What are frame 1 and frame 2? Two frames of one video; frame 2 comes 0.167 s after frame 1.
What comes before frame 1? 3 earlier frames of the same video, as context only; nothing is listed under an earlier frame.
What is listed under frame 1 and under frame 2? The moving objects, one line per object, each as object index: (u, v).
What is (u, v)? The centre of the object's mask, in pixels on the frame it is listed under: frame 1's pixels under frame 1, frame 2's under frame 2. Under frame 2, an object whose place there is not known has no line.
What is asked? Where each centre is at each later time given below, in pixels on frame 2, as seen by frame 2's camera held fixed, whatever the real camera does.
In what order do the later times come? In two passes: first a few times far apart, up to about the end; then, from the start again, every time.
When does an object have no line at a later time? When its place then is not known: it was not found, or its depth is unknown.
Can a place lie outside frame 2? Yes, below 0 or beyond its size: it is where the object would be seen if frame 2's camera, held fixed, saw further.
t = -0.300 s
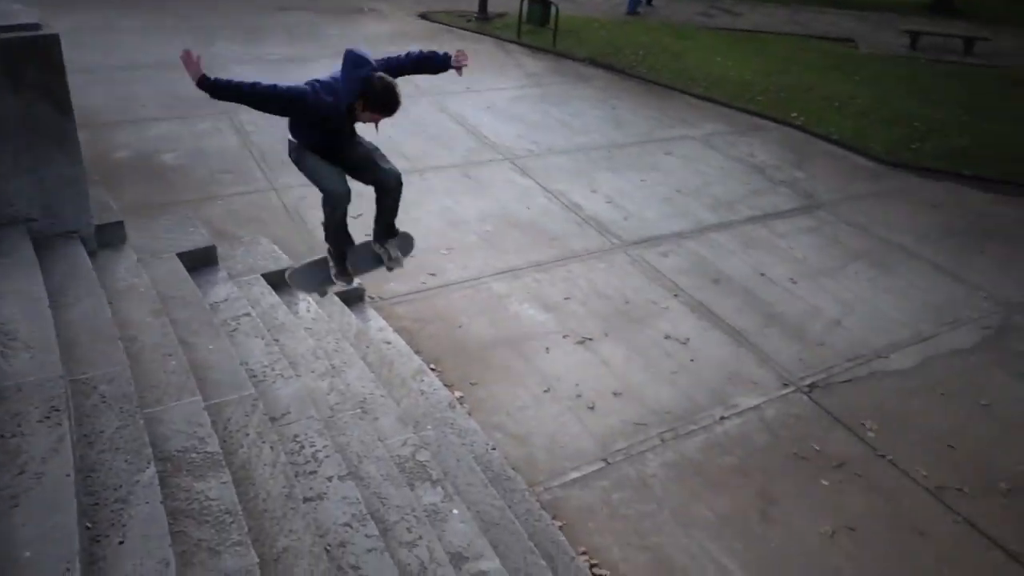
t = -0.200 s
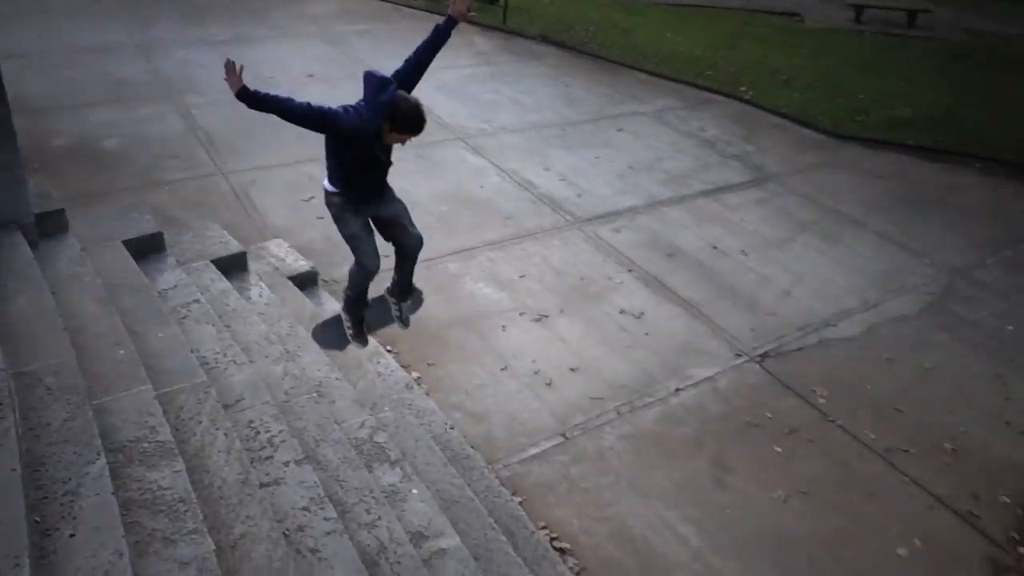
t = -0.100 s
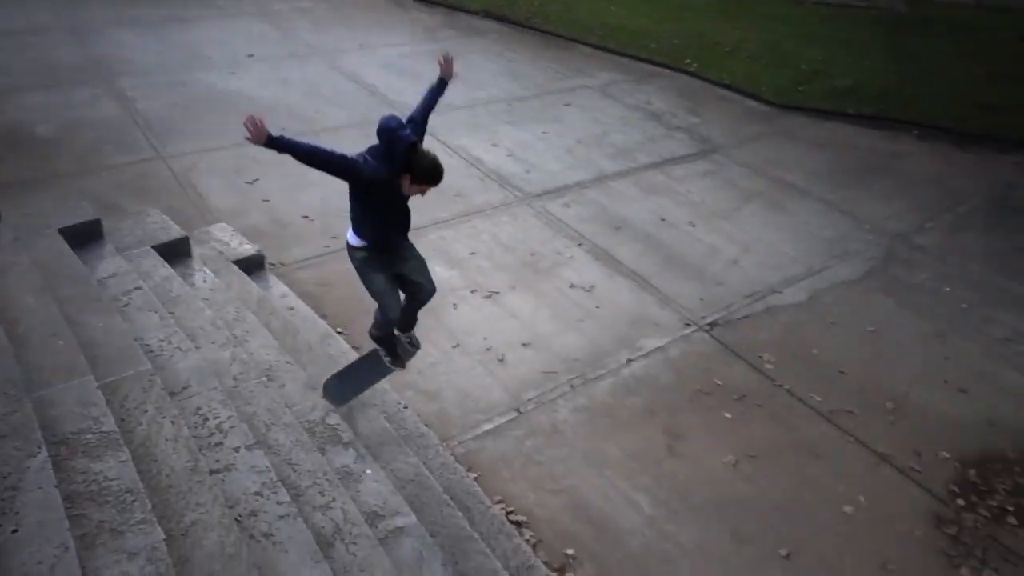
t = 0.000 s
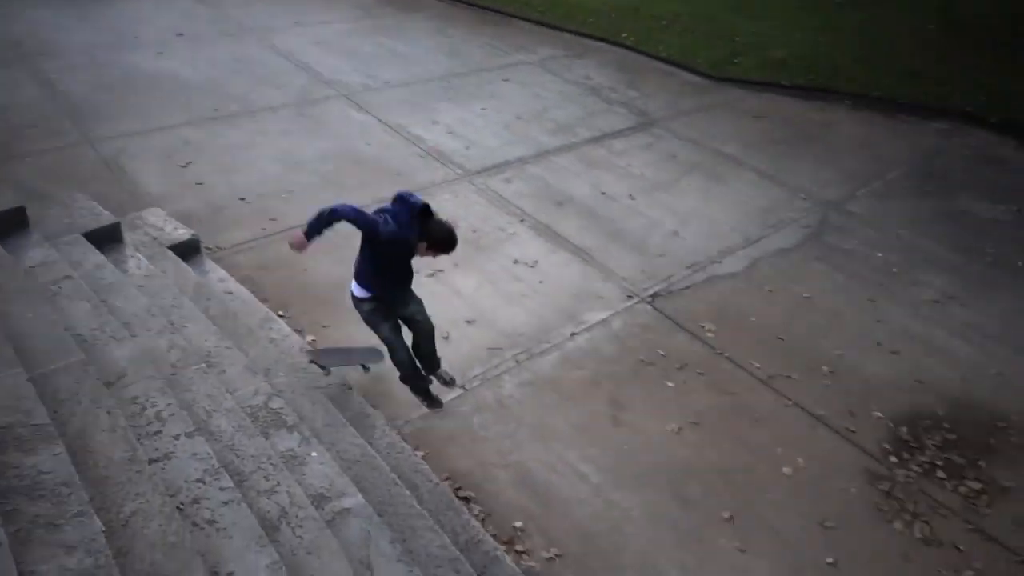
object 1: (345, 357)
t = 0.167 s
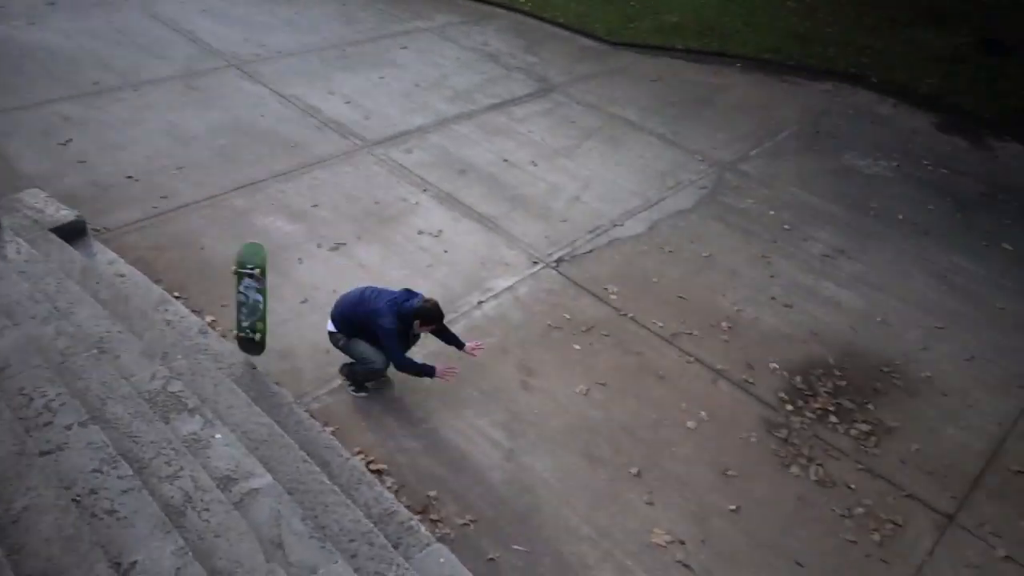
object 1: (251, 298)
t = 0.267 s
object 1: (247, 288)
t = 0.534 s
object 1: (268, 322)
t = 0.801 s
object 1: (280, 329)
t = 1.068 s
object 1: (297, 340)
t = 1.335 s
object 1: (312, 344)
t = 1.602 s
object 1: (312, 344)
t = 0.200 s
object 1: (249, 292)
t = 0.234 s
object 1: (247, 288)
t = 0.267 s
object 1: (247, 288)
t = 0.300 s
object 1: (248, 291)
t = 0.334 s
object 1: (249, 294)
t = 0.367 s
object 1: (253, 298)
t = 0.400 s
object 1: (255, 305)
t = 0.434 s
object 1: (261, 308)
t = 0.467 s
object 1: (267, 311)
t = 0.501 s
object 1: (268, 319)
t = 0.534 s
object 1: (268, 322)
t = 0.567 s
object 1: (266, 320)
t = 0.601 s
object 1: (269, 323)
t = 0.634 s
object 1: (272, 327)
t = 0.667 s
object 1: (272, 328)
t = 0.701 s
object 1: (272, 326)
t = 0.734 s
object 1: (275, 326)
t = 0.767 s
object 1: (277, 329)
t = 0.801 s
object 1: (280, 329)
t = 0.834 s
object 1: (281, 329)
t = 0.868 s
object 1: (282, 331)
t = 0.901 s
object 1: (284, 334)
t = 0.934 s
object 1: (286, 337)
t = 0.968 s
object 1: (287, 340)
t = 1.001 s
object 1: (290, 340)
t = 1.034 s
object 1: (293, 339)
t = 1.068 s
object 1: (297, 340)
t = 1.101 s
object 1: (300, 340)
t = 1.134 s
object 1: (304, 341)
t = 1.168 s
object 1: (306, 343)
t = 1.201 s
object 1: (308, 344)
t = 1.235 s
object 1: (310, 343)
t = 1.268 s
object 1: (311, 343)
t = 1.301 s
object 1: (312, 343)
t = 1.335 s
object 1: (312, 344)
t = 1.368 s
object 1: (312, 344)
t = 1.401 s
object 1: (312, 343)
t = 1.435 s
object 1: (312, 344)
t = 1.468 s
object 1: (312, 343)
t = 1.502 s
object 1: (311, 344)
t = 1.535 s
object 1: (312, 344)
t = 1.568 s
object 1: (311, 344)
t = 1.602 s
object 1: (312, 344)
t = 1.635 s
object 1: (311, 344)
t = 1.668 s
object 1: (312, 344)
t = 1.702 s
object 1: (312, 344)
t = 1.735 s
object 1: (311, 344)
